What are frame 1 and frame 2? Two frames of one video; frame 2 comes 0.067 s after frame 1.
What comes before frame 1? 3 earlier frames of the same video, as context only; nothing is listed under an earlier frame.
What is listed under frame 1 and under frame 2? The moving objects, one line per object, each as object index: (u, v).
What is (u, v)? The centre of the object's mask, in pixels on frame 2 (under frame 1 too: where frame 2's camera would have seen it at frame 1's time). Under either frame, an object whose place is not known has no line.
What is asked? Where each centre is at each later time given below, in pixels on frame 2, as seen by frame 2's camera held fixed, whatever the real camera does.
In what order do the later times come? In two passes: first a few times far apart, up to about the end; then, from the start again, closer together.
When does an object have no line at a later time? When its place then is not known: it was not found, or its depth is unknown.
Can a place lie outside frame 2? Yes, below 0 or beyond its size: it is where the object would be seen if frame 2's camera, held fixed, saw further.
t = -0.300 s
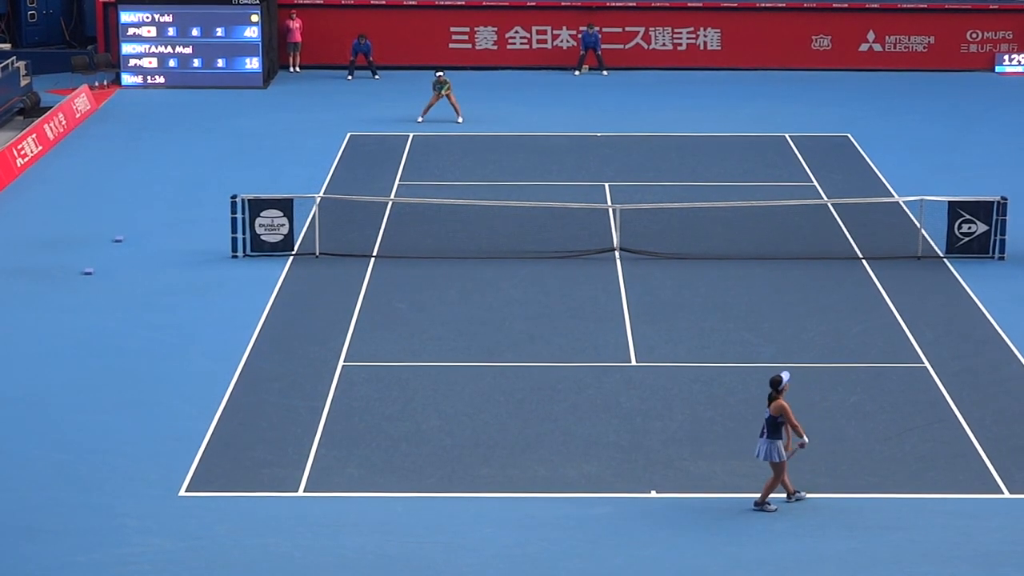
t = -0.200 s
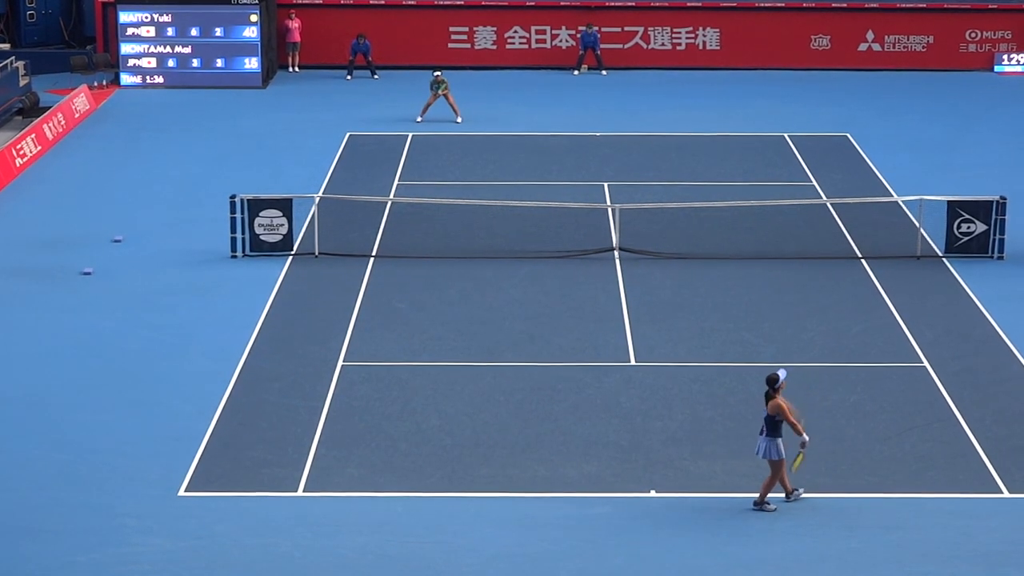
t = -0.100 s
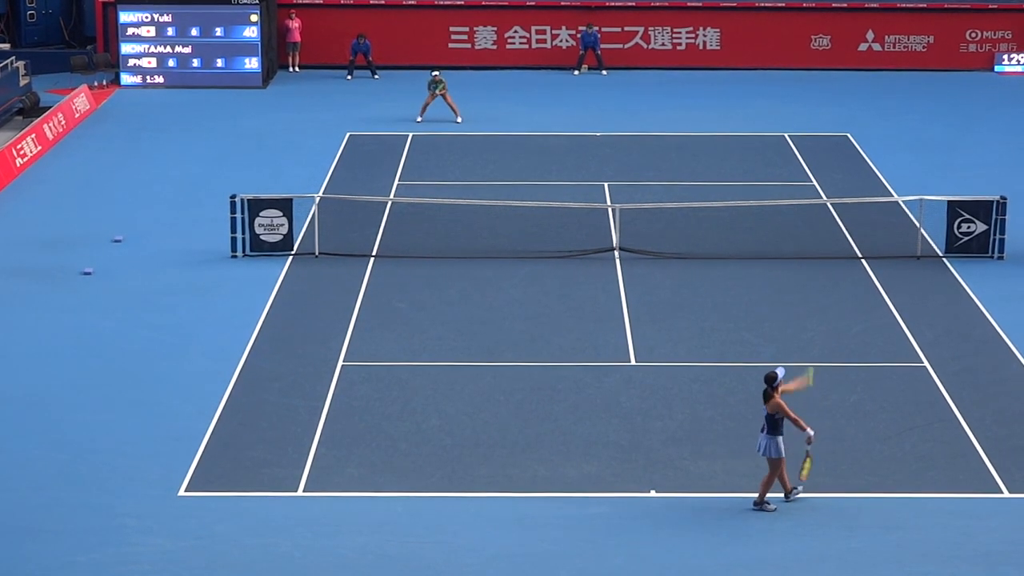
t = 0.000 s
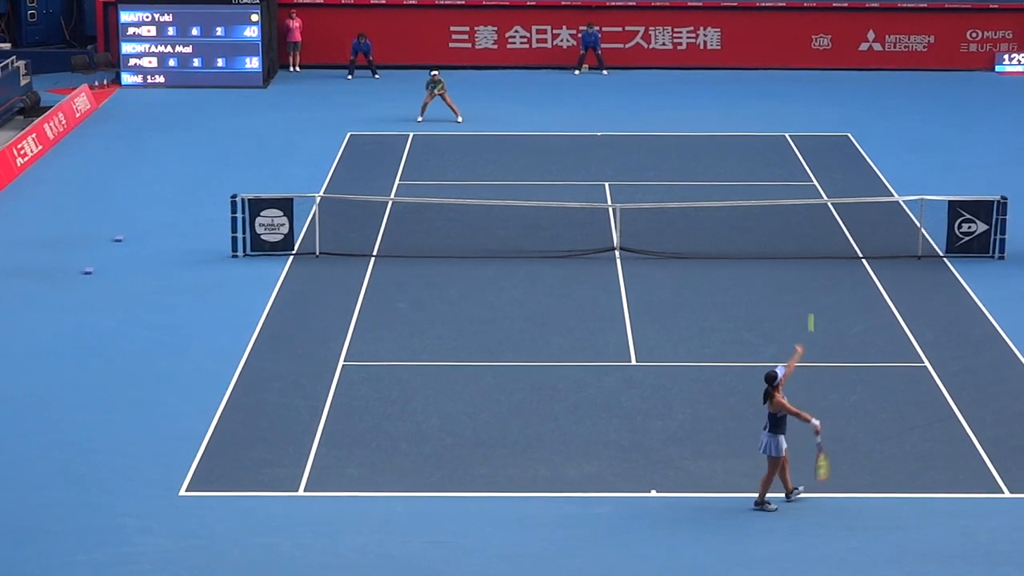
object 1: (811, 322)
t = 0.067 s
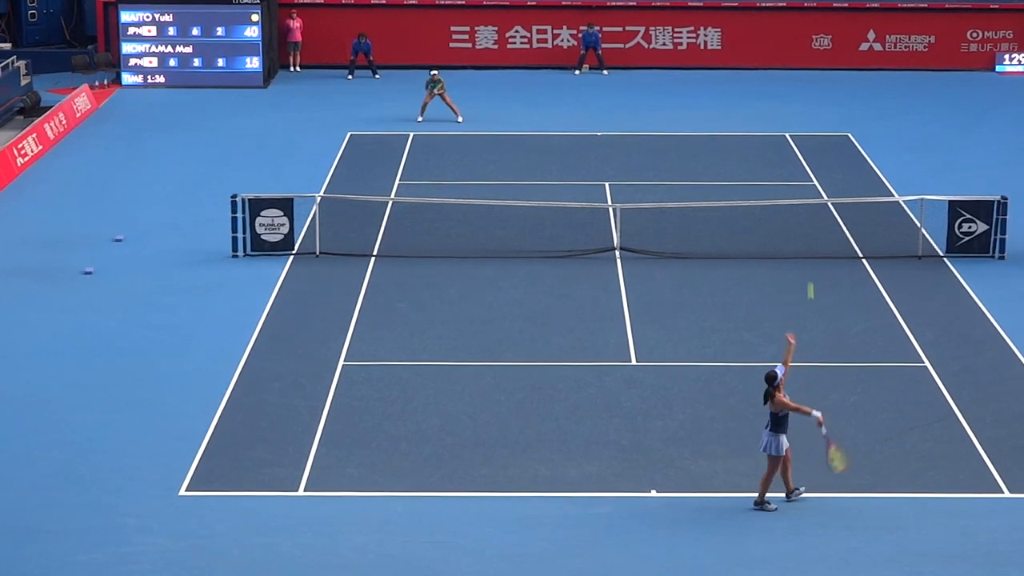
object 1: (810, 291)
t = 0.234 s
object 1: (808, 228)
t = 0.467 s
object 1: (804, 179)
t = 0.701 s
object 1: (799, 175)
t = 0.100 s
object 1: (810, 276)
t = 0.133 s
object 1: (810, 263)
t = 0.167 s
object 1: (809, 250)
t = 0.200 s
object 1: (809, 239)
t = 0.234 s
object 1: (808, 228)
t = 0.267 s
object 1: (808, 218)
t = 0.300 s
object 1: (807, 209)
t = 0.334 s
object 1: (807, 201)
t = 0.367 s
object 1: (806, 193)
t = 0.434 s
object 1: (806, 183)
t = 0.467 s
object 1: (804, 179)
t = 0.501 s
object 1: (804, 175)
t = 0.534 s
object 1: (803, 173)
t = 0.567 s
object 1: (802, 172)
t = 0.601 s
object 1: (802, 172)
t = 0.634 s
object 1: (801, 172)
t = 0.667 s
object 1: (800, 174)
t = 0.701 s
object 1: (799, 175)
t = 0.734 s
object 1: (798, 179)
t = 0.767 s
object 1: (797, 183)
